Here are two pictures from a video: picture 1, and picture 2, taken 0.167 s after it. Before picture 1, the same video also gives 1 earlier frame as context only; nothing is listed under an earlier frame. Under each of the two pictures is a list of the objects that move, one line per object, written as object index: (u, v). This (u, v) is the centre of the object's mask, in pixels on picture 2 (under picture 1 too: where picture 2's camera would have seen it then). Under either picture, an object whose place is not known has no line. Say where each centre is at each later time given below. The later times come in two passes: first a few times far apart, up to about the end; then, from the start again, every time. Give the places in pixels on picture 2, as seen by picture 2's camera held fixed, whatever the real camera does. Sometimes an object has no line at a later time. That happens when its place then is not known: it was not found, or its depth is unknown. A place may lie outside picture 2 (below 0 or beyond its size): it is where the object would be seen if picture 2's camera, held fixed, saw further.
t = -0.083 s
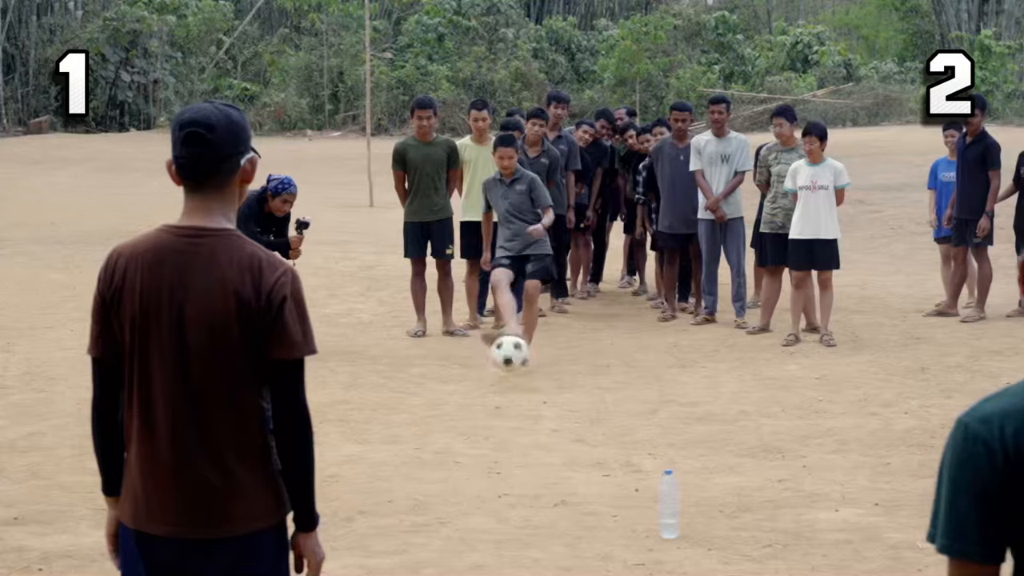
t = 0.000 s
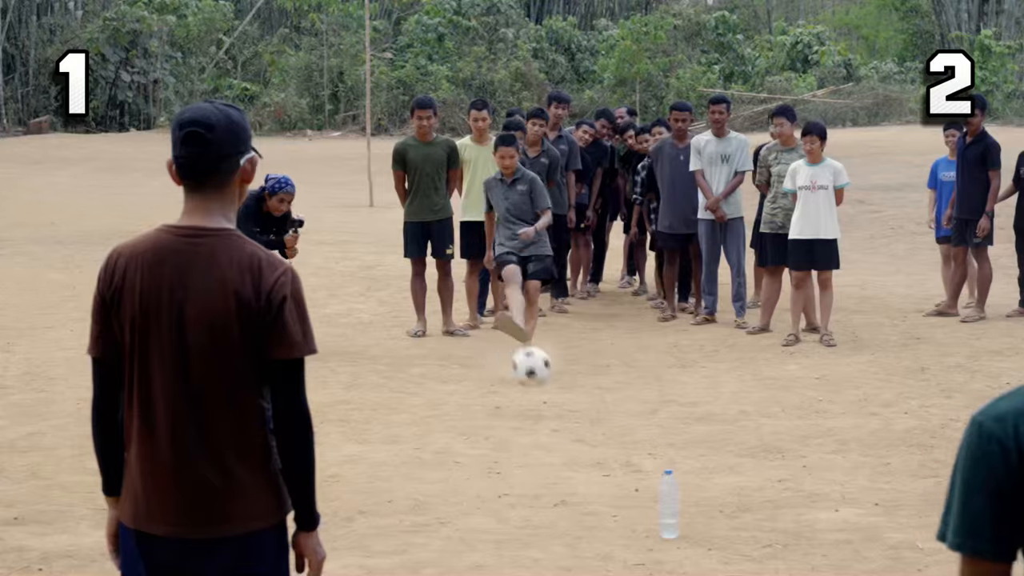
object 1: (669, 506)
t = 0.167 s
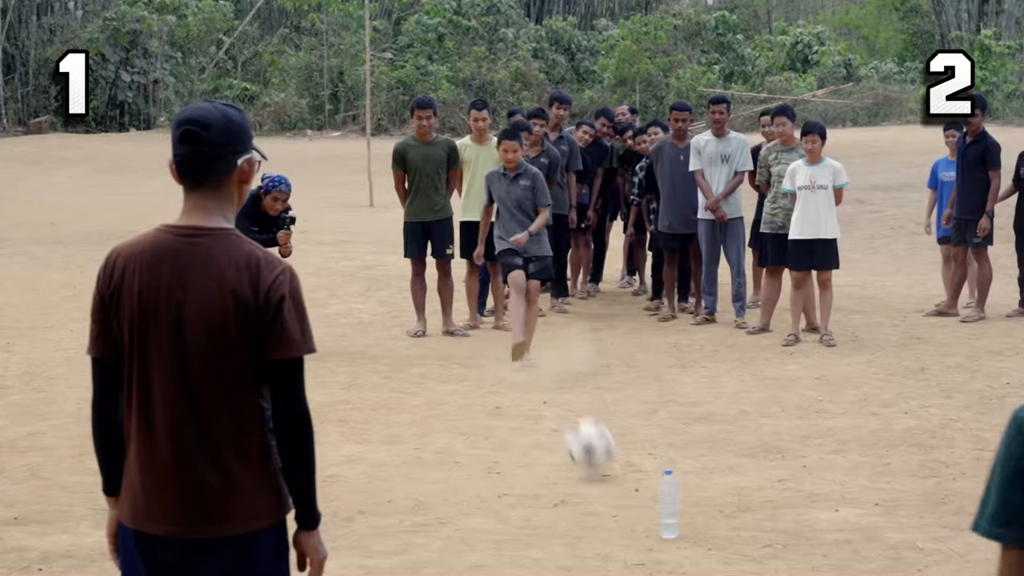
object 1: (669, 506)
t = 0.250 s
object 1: (669, 506)
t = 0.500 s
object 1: (685, 531)
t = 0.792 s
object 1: (699, 544)
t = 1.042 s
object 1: (698, 544)
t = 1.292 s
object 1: (699, 544)
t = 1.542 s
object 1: (700, 544)
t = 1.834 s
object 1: (700, 544)
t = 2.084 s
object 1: (700, 544)
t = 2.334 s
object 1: (700, 544)
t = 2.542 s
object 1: (700, 544)
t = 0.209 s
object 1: (669, 506)
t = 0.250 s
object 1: (669, 506)
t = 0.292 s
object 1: (668, 506)
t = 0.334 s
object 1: (678, 510)
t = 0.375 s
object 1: (684, 518)
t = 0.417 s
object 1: (692, 528)
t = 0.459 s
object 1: (695, 540)
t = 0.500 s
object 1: (685, 531)
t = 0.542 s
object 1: (698, 539)
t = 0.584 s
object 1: (699, 541)
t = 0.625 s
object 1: (698, 541)
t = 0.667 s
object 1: (698, 542)
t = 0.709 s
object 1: (699, 543)
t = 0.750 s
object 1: (700, 544)
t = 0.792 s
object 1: (699, 544)
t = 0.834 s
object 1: (699, 544)
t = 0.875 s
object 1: (699, 544)
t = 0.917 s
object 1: (699, 544)
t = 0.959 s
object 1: (699, 544)
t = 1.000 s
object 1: (698, 544)
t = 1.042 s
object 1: (698, 544)
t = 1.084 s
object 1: (698, 544)
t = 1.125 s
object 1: (698, 544)
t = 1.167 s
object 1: (698, 544)
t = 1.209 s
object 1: (698, 544)
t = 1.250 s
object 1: (699, 544)
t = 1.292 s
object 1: (699, 544)
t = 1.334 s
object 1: (700, 544)
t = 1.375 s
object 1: (700, 544)
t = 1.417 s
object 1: (700, 544)
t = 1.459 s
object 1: (700, 544)
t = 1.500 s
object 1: (700, 544)
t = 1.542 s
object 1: (700, 544)
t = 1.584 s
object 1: (700, 544)
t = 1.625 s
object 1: (700, 544)
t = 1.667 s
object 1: (700, 544)
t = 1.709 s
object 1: (700, 544)
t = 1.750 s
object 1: (700, 544)
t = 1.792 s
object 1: (700, 544)
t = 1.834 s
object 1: (700, 544)
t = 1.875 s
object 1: (700, 544)
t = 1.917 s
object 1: (700, 544)
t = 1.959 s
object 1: (700, 544)
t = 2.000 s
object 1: (700, 544)
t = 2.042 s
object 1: (700, 544)
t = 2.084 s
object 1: (700, 544)
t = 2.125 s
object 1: (700, 544)
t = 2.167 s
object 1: (700, 544)
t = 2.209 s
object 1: (700, 544)
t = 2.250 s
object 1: (700, 544)
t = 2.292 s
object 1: (700, 544)
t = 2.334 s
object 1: (700, 544)
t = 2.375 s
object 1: (700, 544)
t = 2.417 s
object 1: (700, 544)
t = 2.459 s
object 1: (700, 544)
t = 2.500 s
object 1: (700, 544)
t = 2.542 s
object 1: (700, 544)
